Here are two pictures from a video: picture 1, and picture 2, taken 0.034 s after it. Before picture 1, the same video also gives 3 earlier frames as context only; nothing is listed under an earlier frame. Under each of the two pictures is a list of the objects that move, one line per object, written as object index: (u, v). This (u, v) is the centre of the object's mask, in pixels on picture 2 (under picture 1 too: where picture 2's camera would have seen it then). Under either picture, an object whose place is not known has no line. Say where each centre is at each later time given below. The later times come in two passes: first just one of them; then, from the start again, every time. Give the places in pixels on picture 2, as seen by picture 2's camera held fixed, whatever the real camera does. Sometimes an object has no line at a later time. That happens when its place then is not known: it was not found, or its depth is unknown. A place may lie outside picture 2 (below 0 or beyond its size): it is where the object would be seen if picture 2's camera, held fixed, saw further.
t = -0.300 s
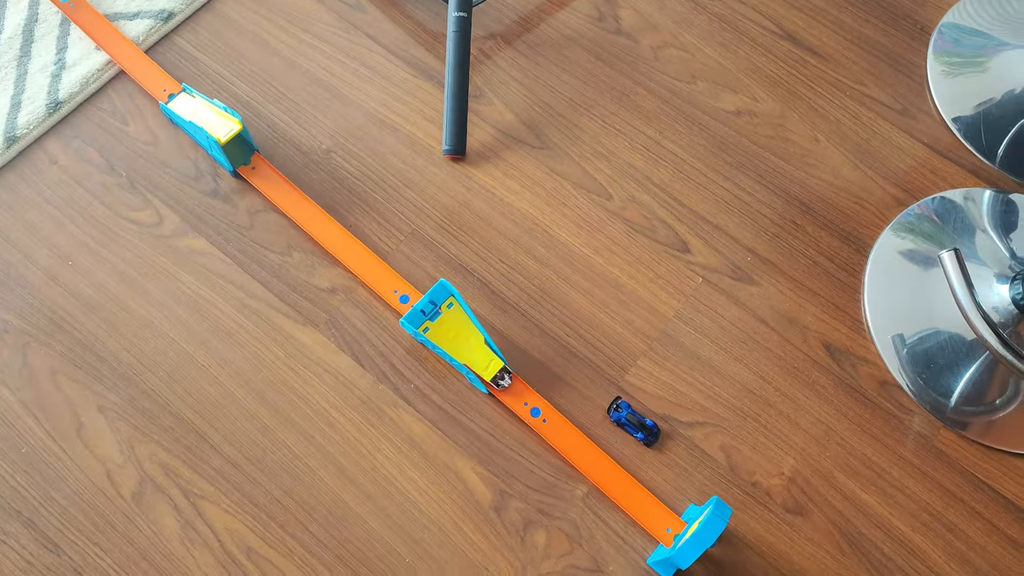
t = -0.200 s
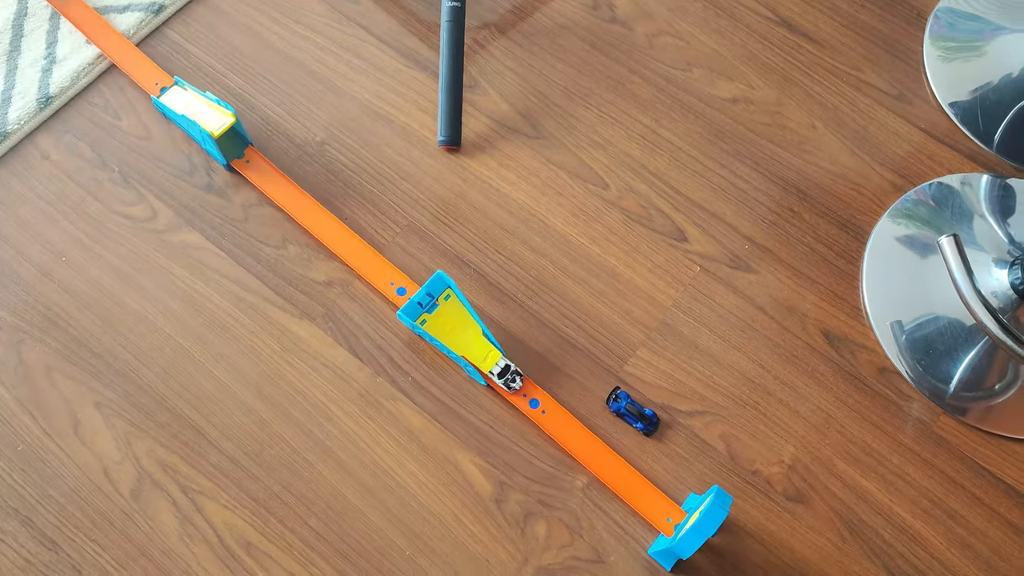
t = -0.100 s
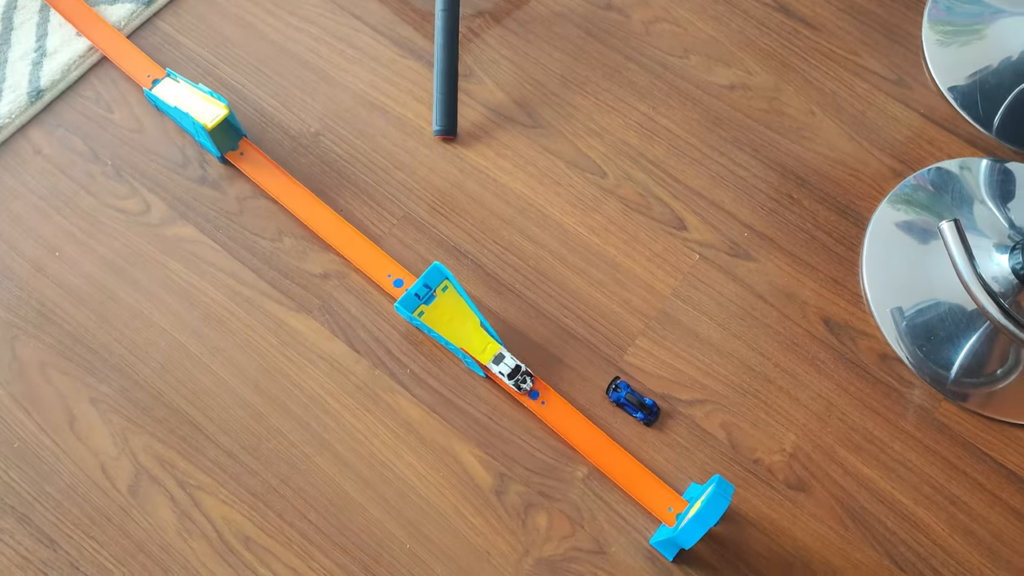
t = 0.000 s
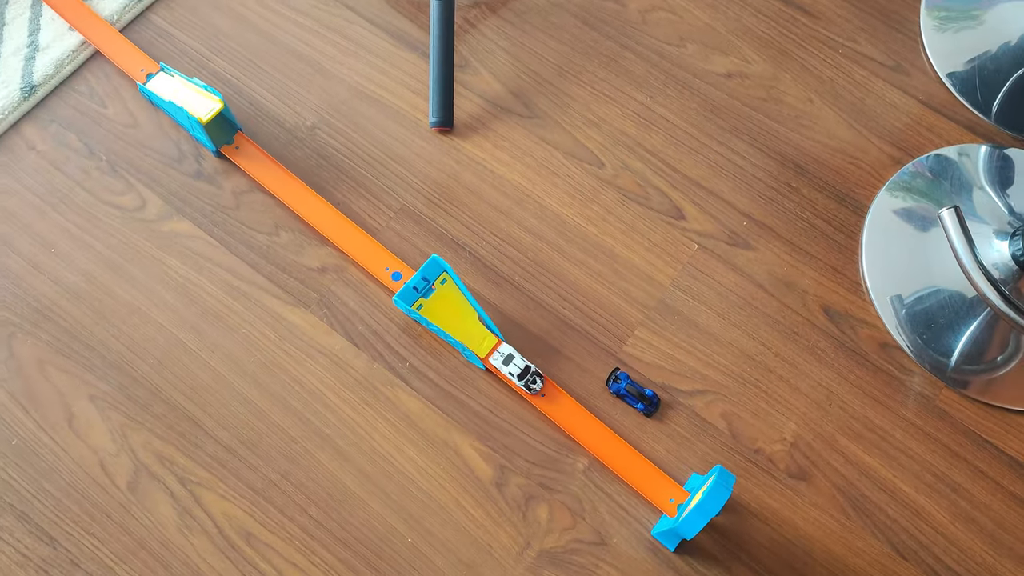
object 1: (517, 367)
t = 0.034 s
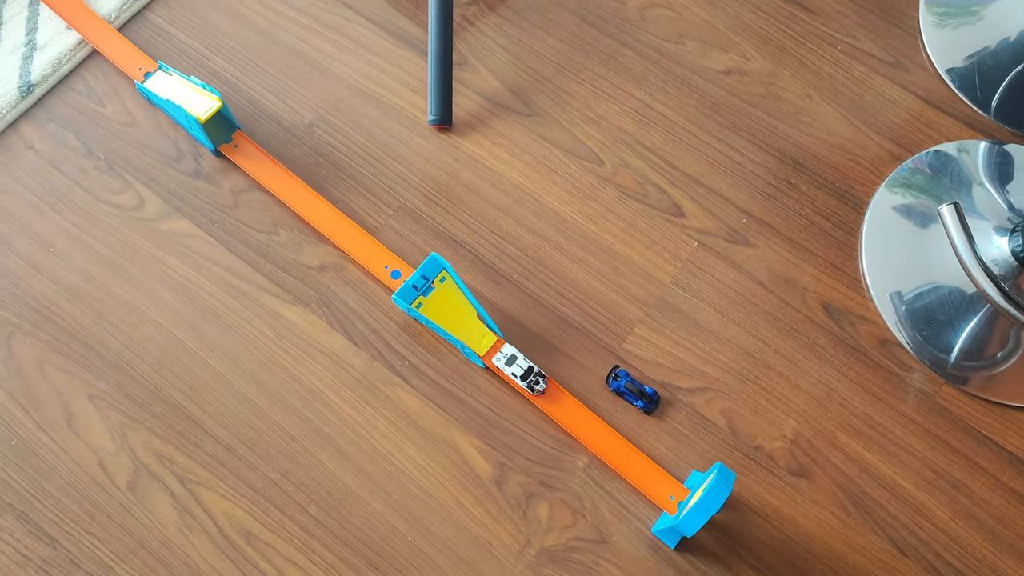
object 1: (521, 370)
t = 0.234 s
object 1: (542, 387)
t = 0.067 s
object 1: (524, 372)
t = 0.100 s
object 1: (527, 375)
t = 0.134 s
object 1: (530, 378)
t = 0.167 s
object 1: (534, 381)
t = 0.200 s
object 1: (538, 385)
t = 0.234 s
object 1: (542, 387)
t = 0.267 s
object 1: (546, 391)
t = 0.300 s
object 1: (550, 394)
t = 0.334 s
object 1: (554, 398)
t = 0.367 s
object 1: (558, 401)
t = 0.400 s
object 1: (563, 405)
